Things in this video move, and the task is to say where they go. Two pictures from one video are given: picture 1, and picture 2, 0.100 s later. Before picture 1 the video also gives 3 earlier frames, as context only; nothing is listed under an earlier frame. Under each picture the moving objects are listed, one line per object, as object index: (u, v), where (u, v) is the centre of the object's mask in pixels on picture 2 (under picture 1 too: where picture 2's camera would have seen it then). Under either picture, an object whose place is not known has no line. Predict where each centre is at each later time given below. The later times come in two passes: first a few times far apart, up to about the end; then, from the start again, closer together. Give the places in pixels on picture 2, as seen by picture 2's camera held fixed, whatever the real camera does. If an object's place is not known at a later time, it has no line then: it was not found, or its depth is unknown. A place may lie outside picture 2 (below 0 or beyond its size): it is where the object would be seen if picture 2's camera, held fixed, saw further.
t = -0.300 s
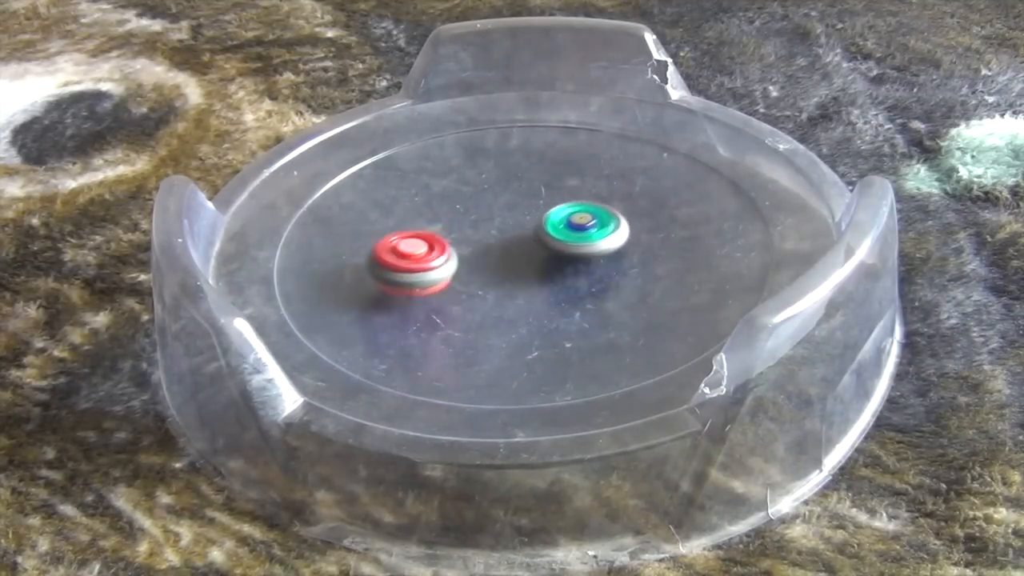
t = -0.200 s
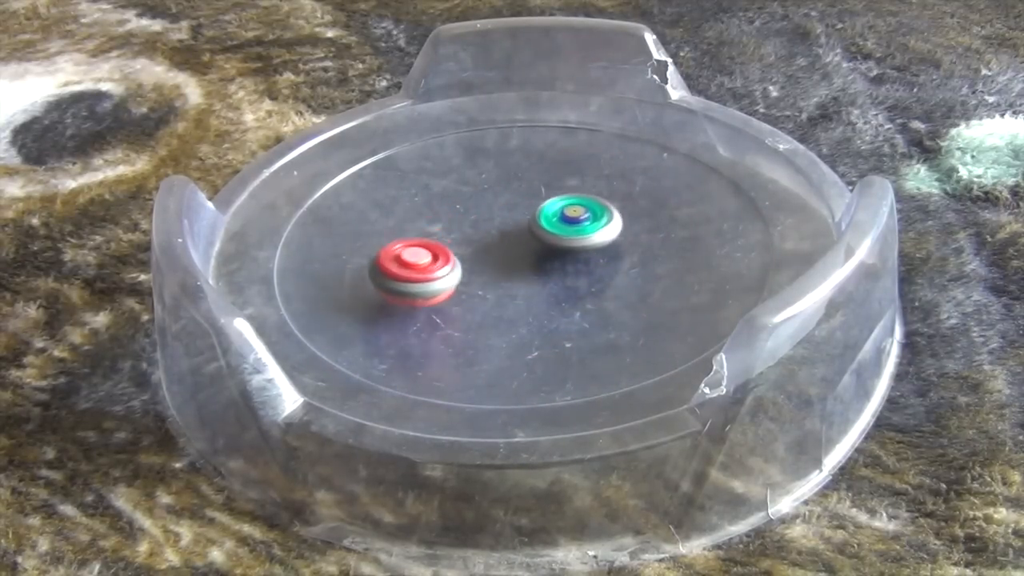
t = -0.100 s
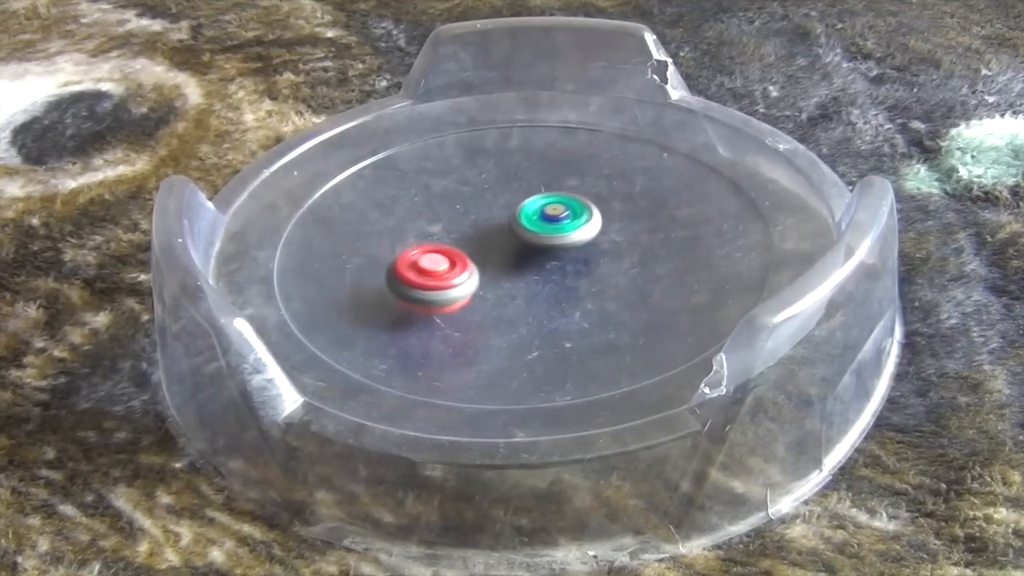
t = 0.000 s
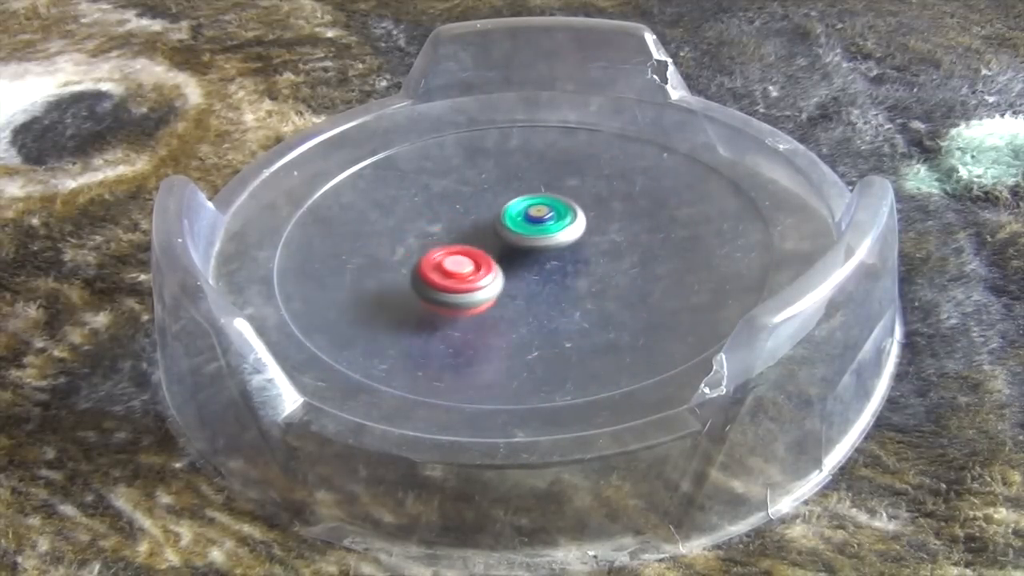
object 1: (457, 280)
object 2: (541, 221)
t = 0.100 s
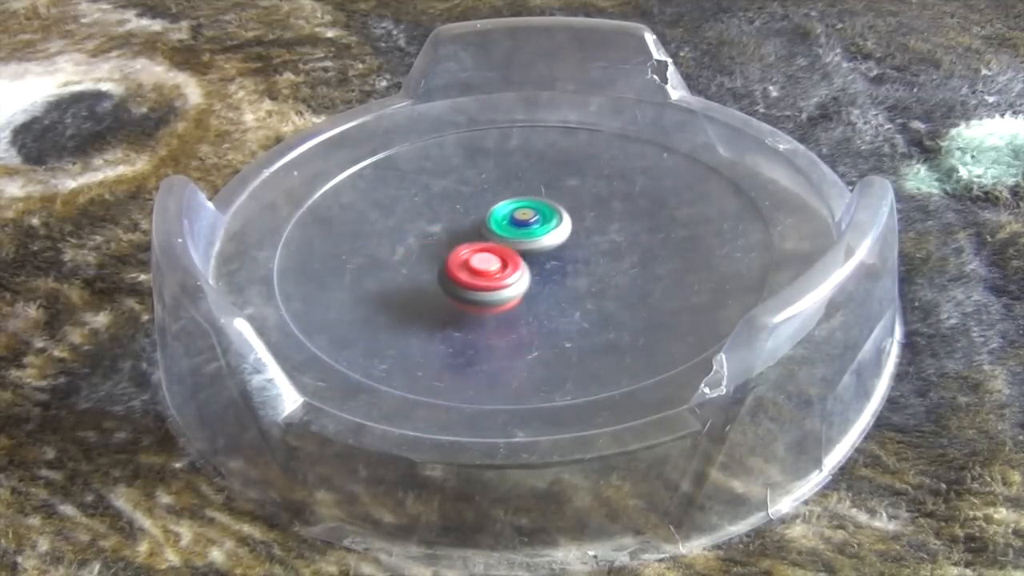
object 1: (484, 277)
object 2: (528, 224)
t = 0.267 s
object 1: (523, 277)
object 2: (508, 223)
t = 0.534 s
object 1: (611, 287)
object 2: (461, 216)
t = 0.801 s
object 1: (679, 266)
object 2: (462, 245)
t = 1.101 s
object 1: (651, 250)
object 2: (505, 268)
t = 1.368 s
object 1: (685, 217)
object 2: (472, 266)
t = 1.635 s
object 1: (724, 166)
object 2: (433, 263)
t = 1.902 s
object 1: (662, 169)
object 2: (486, 284)
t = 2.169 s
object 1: (566, 199)
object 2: (543, 283)
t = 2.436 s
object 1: (471, 228)
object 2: (576, 266)
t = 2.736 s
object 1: (395, 250)
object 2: (582, 246)
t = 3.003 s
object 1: (398, 266)
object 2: (566, 238)
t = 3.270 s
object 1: (465, 266)
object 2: (544, 238)
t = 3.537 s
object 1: (483, 281)
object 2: (541, 233)
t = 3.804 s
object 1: (526, 290)
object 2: (521, 236)
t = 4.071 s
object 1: (577, 293)
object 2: (502, 240)
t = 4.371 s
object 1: (591, 271)
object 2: (498, 256)
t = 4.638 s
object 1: (625, 252)
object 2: (484, 263)
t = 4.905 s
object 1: (599, 236)
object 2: (509, 274)
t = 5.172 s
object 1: (583, 209)
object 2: (519, 277)
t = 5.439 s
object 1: (548, 206)
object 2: (543, 269)
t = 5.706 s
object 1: (509, 193)
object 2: (555, 264)
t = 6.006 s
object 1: (489, 203)
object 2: (556, 251)
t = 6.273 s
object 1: (449, 209)
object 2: (555, 254)
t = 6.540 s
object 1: (441, 228)
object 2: (555, 247)
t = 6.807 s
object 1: (431, 237)
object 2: (547, 244)
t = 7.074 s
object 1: (439, 251)
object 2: (530, 244)
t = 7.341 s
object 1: (384, 257)
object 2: (546, 243)
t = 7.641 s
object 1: (422, 267)
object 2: (520, 247)
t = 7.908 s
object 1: (433, 286)
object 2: (548, 241)
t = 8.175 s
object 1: (496, 290)
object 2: (528, 236)
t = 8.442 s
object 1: (563, 281)
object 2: (508, 240)
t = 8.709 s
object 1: (604, 264)
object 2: (505, 246)
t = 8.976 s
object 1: (606, 251)
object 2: (503, 251)
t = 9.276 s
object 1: (617, 240)
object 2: (493, 255)
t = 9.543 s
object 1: (612, 234)
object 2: (509, 260)
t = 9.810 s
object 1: (636, 224)
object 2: (496, 262)
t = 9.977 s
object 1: (628, 221)
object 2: (511, 265)
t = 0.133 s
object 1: (493, 275)
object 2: (524, 224)
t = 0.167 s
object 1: (501, 276)
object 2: (520, 223)
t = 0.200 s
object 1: (506, 278)
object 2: (517, 222)
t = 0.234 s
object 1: (513, 278)
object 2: (513, 222)
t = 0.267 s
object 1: (523, 277)
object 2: (508, 223)
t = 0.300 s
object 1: (531, 275)
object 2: (504, 225)
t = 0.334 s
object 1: (539, 273)
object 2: (499, 227)
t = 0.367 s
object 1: (547, 269)
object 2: (495, 229)
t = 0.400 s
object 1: (553, 266)
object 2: (493, 231)
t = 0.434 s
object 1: (574, 269)
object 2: (486, 226)
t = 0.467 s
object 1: (592, 284)
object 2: (474, 220)
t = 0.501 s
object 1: (602, 288)
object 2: (466, 216)
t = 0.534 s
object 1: (611, 287)
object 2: (461, 216)
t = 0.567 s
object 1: (622, 285)
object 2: (458, 217)
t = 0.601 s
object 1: (634, 282)
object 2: (457, 221)
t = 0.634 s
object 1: (645, 280)
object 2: (456, 225)
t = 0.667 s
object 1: (654, 278)
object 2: (456, 229)
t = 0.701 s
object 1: (662, 275)
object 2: (456, 233)
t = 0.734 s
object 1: (669, 272)
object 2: (458, 238)
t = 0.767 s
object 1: (675, 269)
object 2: (459, 242)
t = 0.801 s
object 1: (679, 266)
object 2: (462, 245)
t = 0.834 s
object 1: (682, 263)
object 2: (466, 249)
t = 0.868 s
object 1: (683, 261)
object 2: (470, 253)
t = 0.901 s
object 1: (683, 258)
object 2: (475, 256)
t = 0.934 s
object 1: (681, 255)
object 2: (479, 259)
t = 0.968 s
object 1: (677, 254)
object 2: (484, 261)
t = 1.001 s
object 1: (672, 252)
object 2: (489, 263)
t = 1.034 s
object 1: (666, 251)
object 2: (495, 265)
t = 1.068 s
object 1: (659, 250)
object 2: (500, 267)
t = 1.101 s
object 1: (651, 250)
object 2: (505, 268)
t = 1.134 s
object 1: (643, 249)
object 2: (511, 269)
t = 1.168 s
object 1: (634, 249)
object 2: (516, 270)
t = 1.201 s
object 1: (623, 249)
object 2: (521, 270)
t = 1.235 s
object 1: (616, 248)
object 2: (524, 270)
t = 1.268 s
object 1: (615, 245)
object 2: (523, 270)
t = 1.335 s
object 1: (646, 224)
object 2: (499, 269)
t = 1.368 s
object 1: (685, 217)
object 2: (472, 266)
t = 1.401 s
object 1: (719, 216)
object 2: (450, 263)
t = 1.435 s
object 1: (737, 201)
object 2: (430, 260)
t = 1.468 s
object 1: (746, 190)
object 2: (418, 257)
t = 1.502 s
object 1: (749, 184)
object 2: (412, 255)
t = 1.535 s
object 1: (749, 178)
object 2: (413, 254)
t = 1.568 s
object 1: (741, 172)
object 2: (419, 256)
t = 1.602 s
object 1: (730, 169)
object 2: (427, 260)
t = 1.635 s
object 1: (724, 166)
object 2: (433, 263)
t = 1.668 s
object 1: (718, 163)
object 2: (439, 267)
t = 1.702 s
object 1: (713, 162)
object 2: (445, 271)
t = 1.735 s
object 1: (707, 162)
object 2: (451, 274)
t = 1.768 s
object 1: (700, 162)
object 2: (457, 277)
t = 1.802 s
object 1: (692, 163)
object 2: (464, 279)
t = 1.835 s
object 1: (683, 164)
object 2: (472, 281)
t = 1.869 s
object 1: (673, 167)
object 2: (479, 283)
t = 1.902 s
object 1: (662, 169)
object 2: (486, 284)
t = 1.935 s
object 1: (651, 172)
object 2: (495, 285)
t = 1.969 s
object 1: (639, 175)
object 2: (501, 286)
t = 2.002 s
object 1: (627, 179)
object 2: (509, 286)
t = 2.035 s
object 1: (615, 182)
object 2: (516, 286)
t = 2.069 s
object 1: (603, 187)
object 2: (523, 286)
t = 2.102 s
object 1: (591, 191)
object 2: (530, 285)
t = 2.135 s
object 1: (578, 195)
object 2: (537, 284)
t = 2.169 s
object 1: (566, 199)
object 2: (543, 283)
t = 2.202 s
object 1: (554, 203)
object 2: (549, 281)
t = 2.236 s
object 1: (541, 207)
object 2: (555, 279)
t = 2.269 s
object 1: (529, 211)
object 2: (560, 277)
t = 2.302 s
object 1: (517, 214)
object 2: (564, 275)
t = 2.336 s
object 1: (505, 217)
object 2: (568, 273)
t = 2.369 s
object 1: (493, 221)
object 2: (571, 271)
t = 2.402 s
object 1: (481, 224)
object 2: (574, 269)
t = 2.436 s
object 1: (471, 228)
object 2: (576, 266)
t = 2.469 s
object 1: (460, 231)
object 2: (579, 264)
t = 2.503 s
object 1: (450, 233)
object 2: (580, 261)
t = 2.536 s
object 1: (440, 236)
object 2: (582, 259)
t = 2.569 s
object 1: (430, 238)
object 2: (583, 256)
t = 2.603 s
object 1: (422, 241)
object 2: (584, 254)
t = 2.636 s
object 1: (414, 243)
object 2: (585, 252)
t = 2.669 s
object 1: (406, 245)
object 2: (584, 250)
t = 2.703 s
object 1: (399, 248)
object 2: (583, 248)
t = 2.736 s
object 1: (395, 250)
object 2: (582, 246)
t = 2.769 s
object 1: (391, 252)
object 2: (580, 245)
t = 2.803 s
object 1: (388, 255)
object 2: (579, 244)
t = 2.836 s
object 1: (386, 257)
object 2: (577, 242)
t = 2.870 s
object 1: (386, 259)
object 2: (575, 242)
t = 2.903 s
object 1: (387, 261)
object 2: (573, 241)
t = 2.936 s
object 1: (389, 263)
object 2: (571, 239)
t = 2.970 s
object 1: (393, 265)
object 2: (569, 239)
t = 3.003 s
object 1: (398, 266)
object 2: (566, 238)
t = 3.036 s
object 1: (406, 267)
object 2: (564, 238)
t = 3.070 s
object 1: (413, 268)
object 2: (561, 237)
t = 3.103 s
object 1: (422, 268)
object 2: (558, 237)
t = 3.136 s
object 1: (430, 269)
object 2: (554, 237)
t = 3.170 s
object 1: (439, 268)
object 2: (551, 238)
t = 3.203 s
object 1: (448, 268)
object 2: (548, 238)
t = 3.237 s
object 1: (457, 267)
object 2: (545, 239)
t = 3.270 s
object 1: (465, 266)
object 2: (544, 238)
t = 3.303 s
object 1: (456, 270)
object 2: (549, 236)
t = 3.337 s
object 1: (453, 272)
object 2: (553, 234)
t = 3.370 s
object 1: (456, 273)
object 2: (552, 234)
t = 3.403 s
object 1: (462, 274)
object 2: (549, 234)
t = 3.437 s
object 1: (469, 276)
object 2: (545, 235)
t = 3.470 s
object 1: (475, 276)
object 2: (544, 235)
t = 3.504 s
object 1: (483, 277)
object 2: (542, 235)
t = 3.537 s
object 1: (483, 281)
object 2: (541, 233)
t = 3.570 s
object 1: (484, 286)
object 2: (540, 233)
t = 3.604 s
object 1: (489, 288)
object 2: (539, 233)
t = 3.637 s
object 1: (495, 290)
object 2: (536, 233)
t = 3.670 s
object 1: (501, 291)
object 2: (534, 233)
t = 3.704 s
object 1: (508, 291)
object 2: (530, 234)
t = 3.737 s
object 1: (514, 291)
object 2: (527, 235)
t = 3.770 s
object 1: (520, 291)
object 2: (524, 236)
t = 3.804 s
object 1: (526, 290)
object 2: (521, 236)
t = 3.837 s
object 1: (533, 288)
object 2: (518, 237)
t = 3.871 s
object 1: (537, 288)
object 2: (515, 239)
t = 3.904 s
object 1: (546, 289)
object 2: (513, 239)
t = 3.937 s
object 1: (553, 294)
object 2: (511, 236)
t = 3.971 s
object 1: (560, 295)
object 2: (507, 235)
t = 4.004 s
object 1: (567, 294)
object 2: (505, 237)
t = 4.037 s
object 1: (572, 294)
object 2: (504, 238)
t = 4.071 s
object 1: (577, 293)
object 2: (502, 240)
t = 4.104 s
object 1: (582, 291)
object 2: (501, 242)
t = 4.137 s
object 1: (586, 289)
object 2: (500, 244)
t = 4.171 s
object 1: (589, 287)
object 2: (499, 246)
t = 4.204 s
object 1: (591, 285)
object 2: (498, 248)
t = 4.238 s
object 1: (592, 282)
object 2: (497, 249)
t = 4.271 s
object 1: (593, 280)
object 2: (497, 251)
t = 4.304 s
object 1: (593, 277)
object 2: (498, 253)
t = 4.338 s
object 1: (592, 274)
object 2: (498, 254)
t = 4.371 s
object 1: (591, 271)
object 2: (498, 256)
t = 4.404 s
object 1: (589, 268)
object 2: (499, 259)
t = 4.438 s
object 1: (597, 266)
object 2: (493, 258)
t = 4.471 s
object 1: (611, 265)
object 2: (485, 256)
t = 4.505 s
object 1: (618, 264)
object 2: (480, 255)
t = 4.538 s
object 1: (621, 260)
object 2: (481, 256)
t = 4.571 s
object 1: (624, 257)
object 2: (481, 258)
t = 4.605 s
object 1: (625, 254)
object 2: (483, 260)
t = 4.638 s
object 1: (625, 252)
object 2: (484, 263)
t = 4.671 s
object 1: (624, 248)
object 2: (486, 264)
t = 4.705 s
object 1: (623, 246)
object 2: (488, 266)
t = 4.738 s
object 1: (621, 244)
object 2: (491, 268)
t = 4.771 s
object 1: (618, 243)
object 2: (494, 270)
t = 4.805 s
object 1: (614, 241)
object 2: (498, 271)
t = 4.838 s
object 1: (610, 239)
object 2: (502, 272)
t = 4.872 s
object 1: (605, 237)
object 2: (505, 273)
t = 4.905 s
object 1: (599, 236)
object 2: (509, 274)
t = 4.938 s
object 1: (593, 234)
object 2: (512, 274)
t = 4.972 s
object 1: (591, 230)
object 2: (513, 275)
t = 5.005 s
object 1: (597, 224)
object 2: (507, 277)
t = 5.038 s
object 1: (596, 220)
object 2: (506, 277)
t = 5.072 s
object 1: (593, 216)
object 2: (509, 277)
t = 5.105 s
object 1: (590, 214)
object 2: (512, 277)
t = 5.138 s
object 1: (587, 211)
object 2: (516, 277)
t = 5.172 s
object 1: (583, 209)
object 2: (519, 277)
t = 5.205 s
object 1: (579, 207)
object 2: (522, 276)
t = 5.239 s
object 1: (574, 206)
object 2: (525, 276)
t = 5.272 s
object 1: (570, 205)
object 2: (529, 275)
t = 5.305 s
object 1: (566, 205)
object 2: (532, 274)
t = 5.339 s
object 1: (562, 205)
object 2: (535, 273)
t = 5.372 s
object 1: (557, 205)
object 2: (538, 272)
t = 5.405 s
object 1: (552, 206)
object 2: (540, 270)
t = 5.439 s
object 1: (548, 206)
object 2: (543, 269)
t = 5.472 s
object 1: (543, 208)
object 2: (545, 267)
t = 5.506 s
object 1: (539, 207)
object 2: (547, 266)
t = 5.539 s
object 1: (535, 207)
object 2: (548, 265)
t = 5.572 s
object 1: (529, 204)
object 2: (551, 267)
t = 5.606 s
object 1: (525, 198)
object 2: (552, 268)
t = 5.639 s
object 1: (520, 195)
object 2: (553, 268)
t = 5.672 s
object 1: (515, 194)
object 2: (554, 266)
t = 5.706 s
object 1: (509, 193)
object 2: (555, 264)
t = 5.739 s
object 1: (505, 192)
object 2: (556, 263)
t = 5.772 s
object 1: (502, 192)
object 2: (557, 261)
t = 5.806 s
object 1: (498, 193)
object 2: (557, 260)
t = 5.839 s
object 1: (496, 194)
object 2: (557, 258)
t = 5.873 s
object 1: (494, 195)
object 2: (558, 257)
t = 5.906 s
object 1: (492, 197)
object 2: (558, 255)
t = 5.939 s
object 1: (491, 198)
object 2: (557, 254)
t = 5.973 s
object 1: (490, 200)
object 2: (557, 253)
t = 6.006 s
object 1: (489, 203)
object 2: (556, 251)
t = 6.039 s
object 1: (488, 206)
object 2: (555, 250)
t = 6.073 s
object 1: (487, 208)
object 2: (554, 249)
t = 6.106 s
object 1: (479, 203)
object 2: (560, 252)
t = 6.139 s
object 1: (467, 202)
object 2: (561, 255)
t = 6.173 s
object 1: (459, 202)
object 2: (560, 256)
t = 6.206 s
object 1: (455, 204)
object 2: (559, 256)
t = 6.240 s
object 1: (451, 206)
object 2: (557, 255)
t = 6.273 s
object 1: (449, 209)
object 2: (555, 254)
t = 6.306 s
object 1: (447, 212)
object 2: (554, 252)
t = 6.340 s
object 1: (446, 215)
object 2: (552, 251)
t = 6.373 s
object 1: (447, 218)
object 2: (551, 250)
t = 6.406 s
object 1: (448, 221)
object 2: (549, 249)
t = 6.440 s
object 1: (450, 225)
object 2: (548, 248)
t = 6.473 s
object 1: (452, 229)
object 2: (546, 247)
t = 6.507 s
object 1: (454, 232)
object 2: (545, 247)
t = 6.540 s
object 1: (441, 228)
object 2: (555, 247)
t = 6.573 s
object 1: (433, 229)
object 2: (561, 248)
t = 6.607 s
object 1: (435, 229)
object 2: (563, 248)
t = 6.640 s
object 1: (436, 229)
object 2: (562, 248)
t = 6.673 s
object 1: (434, 231)
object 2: (558, 248)
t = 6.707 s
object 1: (433, 232)
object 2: (556, 246)
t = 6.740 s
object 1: (431, 233)
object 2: (552, 246)
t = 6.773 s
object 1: (431, 235)
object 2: (549, 245)
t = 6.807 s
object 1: (431, 237)
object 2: (547, 244)
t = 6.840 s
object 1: (431, 238)
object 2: (544, 244)
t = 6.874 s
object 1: (432, 240)
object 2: (540, 243)
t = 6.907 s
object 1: (434, 241)
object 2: (537, 243)
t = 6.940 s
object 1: (437, 243)
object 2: (534, 243)
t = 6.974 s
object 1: (438, 245)
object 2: (532, 243)
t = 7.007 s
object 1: (437, 248)
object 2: (533, 243)
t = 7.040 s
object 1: (438, 250)
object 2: (531, 243)
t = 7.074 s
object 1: (439, 251)
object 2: (530, 244)
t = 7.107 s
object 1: (421, 247)
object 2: (543, 243)
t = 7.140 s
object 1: (404, 251)
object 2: (553, 243)
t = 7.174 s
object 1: (399, 250)
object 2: (559, 243)
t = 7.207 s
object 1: (395, 251)
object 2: (560, 244)
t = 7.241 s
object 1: (390, 253)
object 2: (557, 244)
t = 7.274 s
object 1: (387, 254)
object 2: (553, 243)
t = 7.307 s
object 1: (384, 256)
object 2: (549, 243)
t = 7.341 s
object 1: (384, 257)
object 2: (546, 243)
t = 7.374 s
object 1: (384, 259)
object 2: (542, 243)
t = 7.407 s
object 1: (385, 259)
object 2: (538, 243)
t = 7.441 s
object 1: (387, 261)
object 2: (535, 243)
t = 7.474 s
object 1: (390, 262)
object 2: (532, 244)
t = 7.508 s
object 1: (394, 263)
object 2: (529, 244)
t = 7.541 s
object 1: (400, 264)
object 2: (526, 244)
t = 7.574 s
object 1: (407, 265)
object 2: (523, 246)
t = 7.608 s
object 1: (414, 266)
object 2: (521, 247)
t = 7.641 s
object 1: (422, 267)
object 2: (520, 247)
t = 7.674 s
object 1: (430, 267)
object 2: (519, 248)
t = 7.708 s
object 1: (429, 266)
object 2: (525, 247)
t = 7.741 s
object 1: (416, 272)
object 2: (537, 244)
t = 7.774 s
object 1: (413, 277)
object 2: (546, 244)
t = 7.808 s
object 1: (416, 280)
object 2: (552, 242)
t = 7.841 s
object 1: (421, 282)
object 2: (553, 242)
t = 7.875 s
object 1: (427, 284)
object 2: (551, 242)
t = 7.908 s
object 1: (433, 286)
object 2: (548, 241)
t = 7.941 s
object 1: (440, 287)
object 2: (546, 240)
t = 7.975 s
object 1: (448, 288)
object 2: (543, 240)
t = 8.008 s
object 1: (455, 289)
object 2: (540, 239)
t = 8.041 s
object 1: (463, 290)
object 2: (538, 239)
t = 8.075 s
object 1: (471, 290)
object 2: (535, 238)
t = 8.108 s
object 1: (480, 290)
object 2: (533, 238)
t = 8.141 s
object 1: (489, 290)
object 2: (531, 237)
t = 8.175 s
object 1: (496, 290)
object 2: (528, 236)
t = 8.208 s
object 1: (505, 290)
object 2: (525, 236)
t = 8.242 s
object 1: (514, 290)
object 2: (523, 235)
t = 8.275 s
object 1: (522, 289)
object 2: (519, 235)
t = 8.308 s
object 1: (531, 287)
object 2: (514, 236)
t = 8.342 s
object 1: (539, 286)
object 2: (511, 237)
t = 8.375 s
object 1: (547, 284)
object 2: (510, 238)
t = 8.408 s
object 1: (554, 283)
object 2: (508, 239)
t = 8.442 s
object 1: (563, 281)
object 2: (508, 240)
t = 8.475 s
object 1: (569, 279)
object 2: (507, 241)
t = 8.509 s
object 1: (575, 277)
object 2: (508, 242)
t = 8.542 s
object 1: (582, 275)
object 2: (508, 243)
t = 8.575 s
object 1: (587, 272)
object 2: (508, 244)
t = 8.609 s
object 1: (593, 270)
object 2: (507, 244)
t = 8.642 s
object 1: (596, 268)
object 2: (507, 244)
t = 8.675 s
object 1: (600, 266)
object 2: (506, 245)
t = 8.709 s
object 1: (604, 264)
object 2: (505, 246)
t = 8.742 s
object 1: (606, 262)
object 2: (505, 246)
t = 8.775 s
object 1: (608, 260)
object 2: (504, 247)
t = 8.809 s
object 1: (609, 258)
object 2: (504, 248)
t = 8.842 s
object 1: (610, 257)
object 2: (504, 248)
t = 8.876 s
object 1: (610, 256)
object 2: (504, 249)
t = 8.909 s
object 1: (609, 254)
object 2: (503, 250)
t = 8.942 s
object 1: (608, 253)
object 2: (504, 251)
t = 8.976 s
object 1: (606, 251)
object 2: (503, 251)
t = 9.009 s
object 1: (605, 249)
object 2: (503, 252)
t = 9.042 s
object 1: (602, 248)
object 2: (504, 253)
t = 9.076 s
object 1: (599, 246)
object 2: (504, 253)
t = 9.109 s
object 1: (596, 244)
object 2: (504, 254)
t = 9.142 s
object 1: (597, 242)
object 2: (501, 254)
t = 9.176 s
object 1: (607, 243)
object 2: (494, 253)
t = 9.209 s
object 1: (613, 244)
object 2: (492, 253)
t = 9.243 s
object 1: (614, 242)
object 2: (492, 254)
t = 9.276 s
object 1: (617, 240)
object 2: (493, 255)
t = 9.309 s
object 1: (619, 239)
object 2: (495, 255)
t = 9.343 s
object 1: (619, 237)
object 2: (497, 256)
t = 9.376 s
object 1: (619, 236)
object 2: (499, 257)
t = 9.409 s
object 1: (619, 236)
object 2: (501, 258)
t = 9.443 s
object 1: (618, 235)
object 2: (502, 259)
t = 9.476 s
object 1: (616, 234)
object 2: (504, 260)
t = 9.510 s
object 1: (614, 234)
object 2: (507, 260)
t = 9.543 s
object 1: (612, 234)
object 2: (509, 260)
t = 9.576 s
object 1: (608, 234)
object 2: (511, 261)
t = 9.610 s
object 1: (604, 234)
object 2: (513, 261)
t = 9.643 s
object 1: (607, 231)
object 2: (511, 262)
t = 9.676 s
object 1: (624, 229)
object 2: (500, 261)
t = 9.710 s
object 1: (632, 229)
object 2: (492, 261)
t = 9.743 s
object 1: (633, 228)
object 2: (491, 261)
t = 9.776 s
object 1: (635, 226)
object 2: (493, 262)
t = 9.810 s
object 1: (636, 224)
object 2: (496, 262)
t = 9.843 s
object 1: (635, 223)
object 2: (499, 263)
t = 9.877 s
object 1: (634, 222)
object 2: (502, 264)
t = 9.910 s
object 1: (633, 222)
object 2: (505, 264)
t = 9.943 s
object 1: (631, 221)
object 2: (508, 265)
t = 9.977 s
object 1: (628, 221)
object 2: (511, 265)
